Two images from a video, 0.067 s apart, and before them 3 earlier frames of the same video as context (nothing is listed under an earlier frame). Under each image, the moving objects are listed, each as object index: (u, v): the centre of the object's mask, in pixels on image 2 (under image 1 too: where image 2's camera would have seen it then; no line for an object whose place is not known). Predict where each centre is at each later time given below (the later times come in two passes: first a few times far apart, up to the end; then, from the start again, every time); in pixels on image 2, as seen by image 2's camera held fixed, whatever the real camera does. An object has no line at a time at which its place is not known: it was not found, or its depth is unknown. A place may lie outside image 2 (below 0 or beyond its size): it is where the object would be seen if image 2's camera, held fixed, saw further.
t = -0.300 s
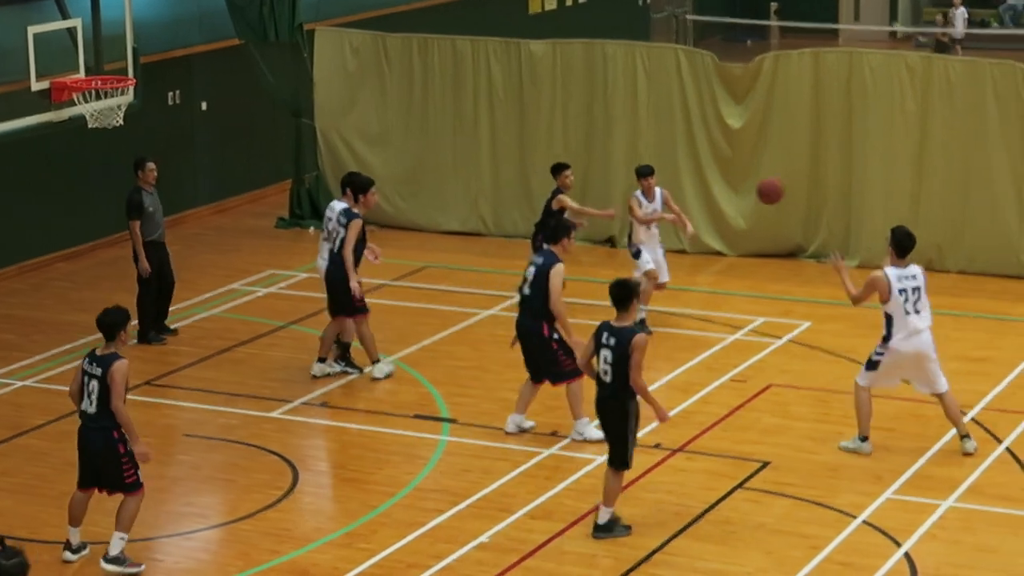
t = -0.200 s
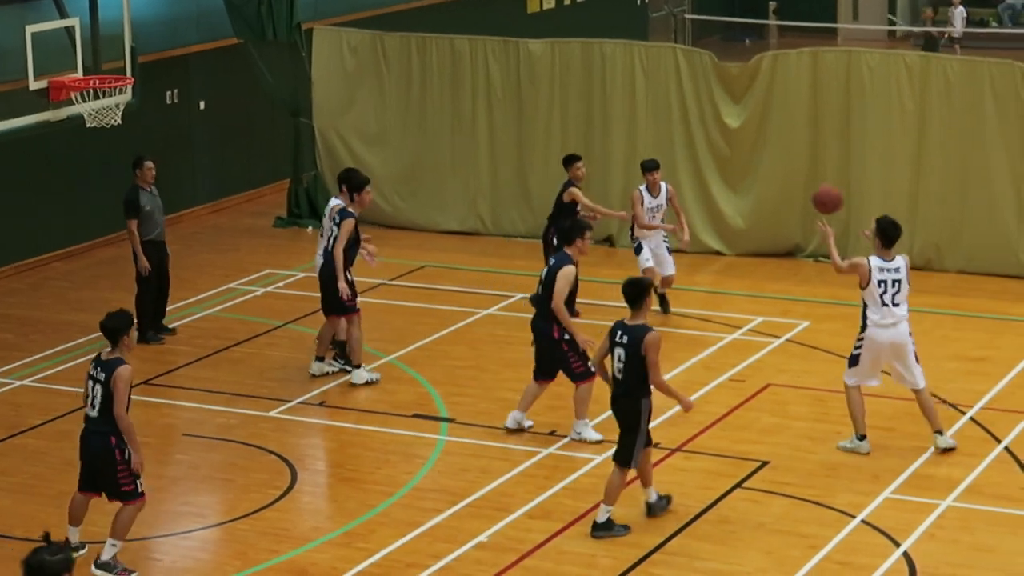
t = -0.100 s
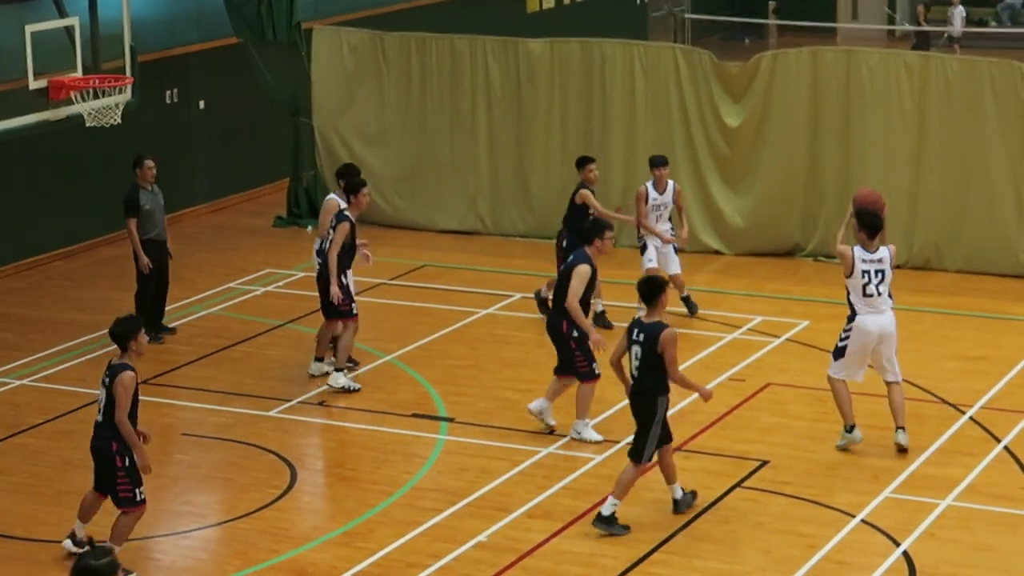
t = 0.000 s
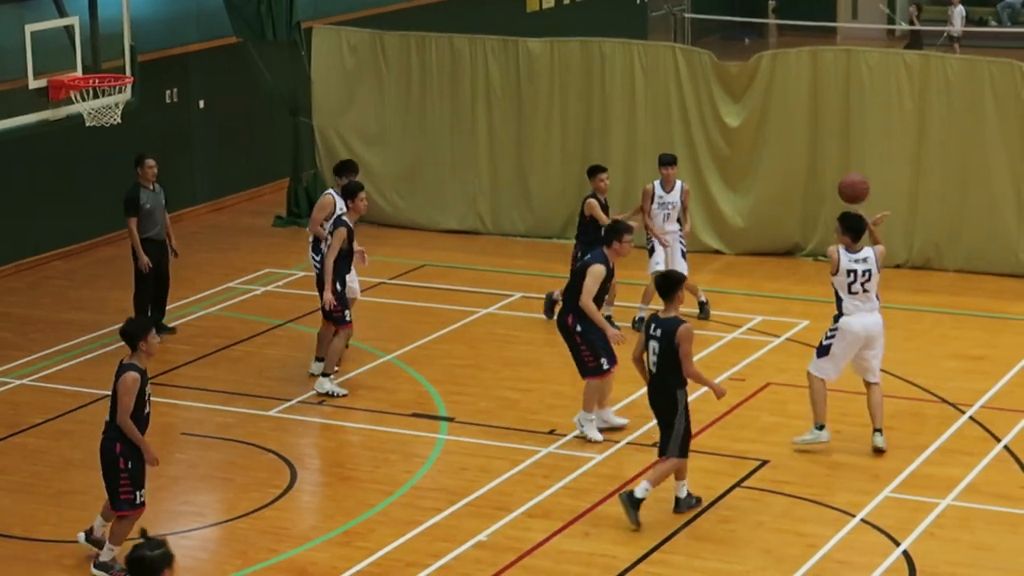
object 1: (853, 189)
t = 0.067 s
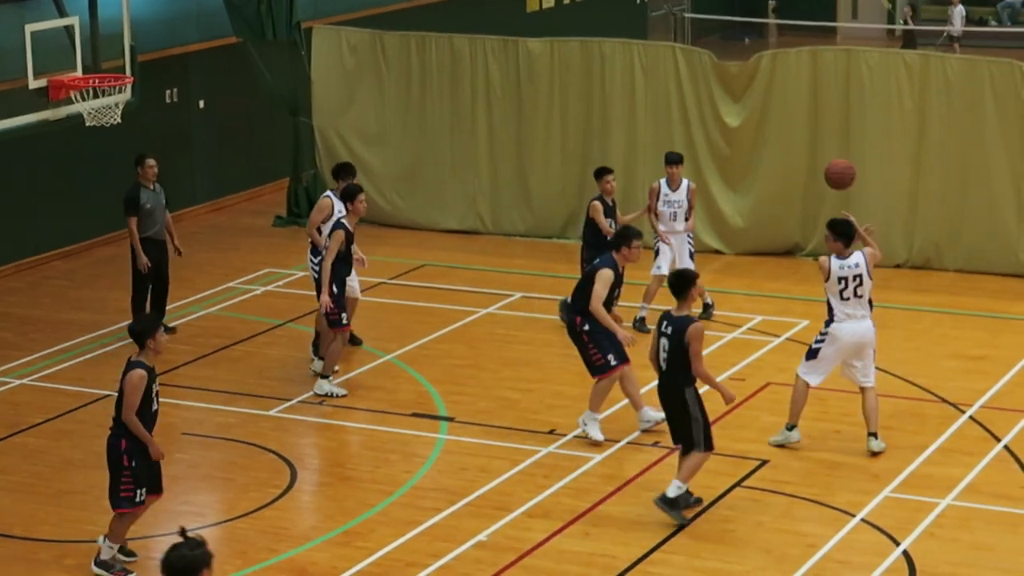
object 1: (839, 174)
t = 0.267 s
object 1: (798, 165)
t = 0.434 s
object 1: (763, 197)
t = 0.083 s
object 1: (836, 172)
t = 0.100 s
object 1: (833, 169)
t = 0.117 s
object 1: (829, 168)
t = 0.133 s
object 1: (826, 166)
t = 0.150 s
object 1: (822, 165)
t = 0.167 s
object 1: (818, 164)
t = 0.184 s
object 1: (815, 163)
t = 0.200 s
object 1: (812, 163)
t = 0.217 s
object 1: (808, 163)
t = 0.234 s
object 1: (805, 163)
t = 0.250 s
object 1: (801, 164)
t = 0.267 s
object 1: (798, 165)
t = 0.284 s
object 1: (794, 167)
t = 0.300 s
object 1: (791, 169)
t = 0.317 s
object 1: (787, 171)
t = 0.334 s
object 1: (784, 173)
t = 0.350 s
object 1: (780, 177)
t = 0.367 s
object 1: (777, 180)
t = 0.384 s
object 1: (773, 184)
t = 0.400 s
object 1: (770, 187)
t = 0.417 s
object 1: (767, 192)
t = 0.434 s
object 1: (763, 197)
